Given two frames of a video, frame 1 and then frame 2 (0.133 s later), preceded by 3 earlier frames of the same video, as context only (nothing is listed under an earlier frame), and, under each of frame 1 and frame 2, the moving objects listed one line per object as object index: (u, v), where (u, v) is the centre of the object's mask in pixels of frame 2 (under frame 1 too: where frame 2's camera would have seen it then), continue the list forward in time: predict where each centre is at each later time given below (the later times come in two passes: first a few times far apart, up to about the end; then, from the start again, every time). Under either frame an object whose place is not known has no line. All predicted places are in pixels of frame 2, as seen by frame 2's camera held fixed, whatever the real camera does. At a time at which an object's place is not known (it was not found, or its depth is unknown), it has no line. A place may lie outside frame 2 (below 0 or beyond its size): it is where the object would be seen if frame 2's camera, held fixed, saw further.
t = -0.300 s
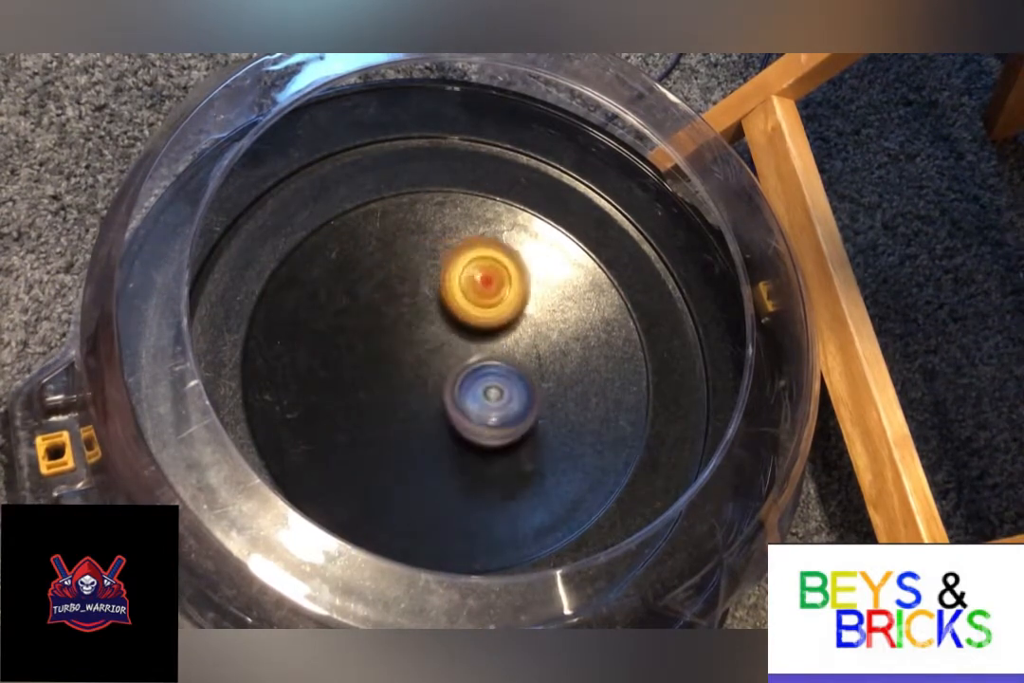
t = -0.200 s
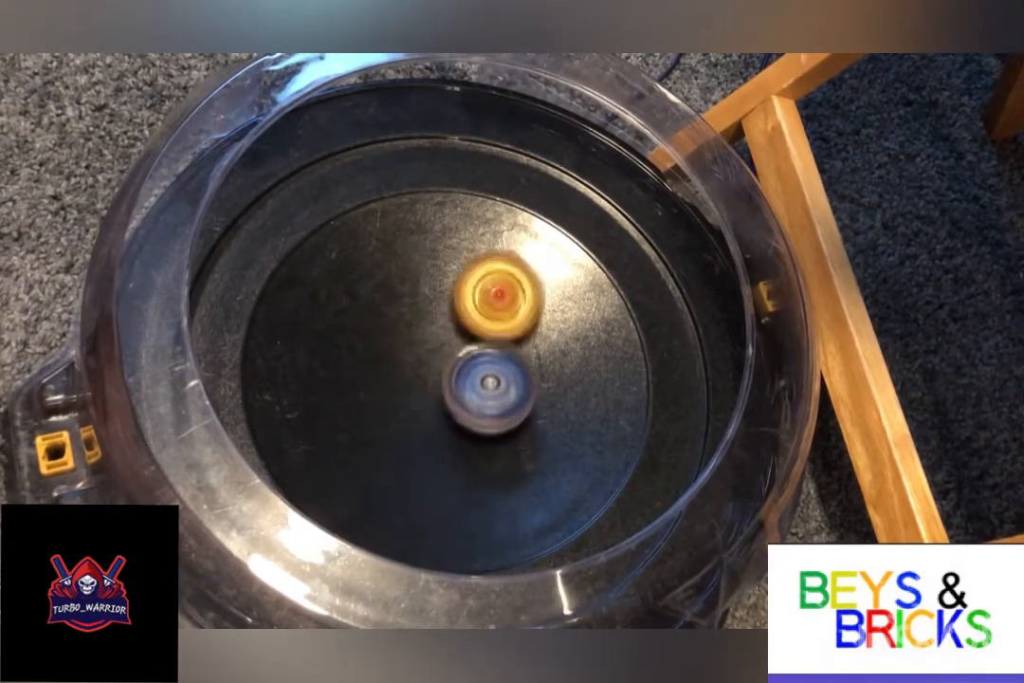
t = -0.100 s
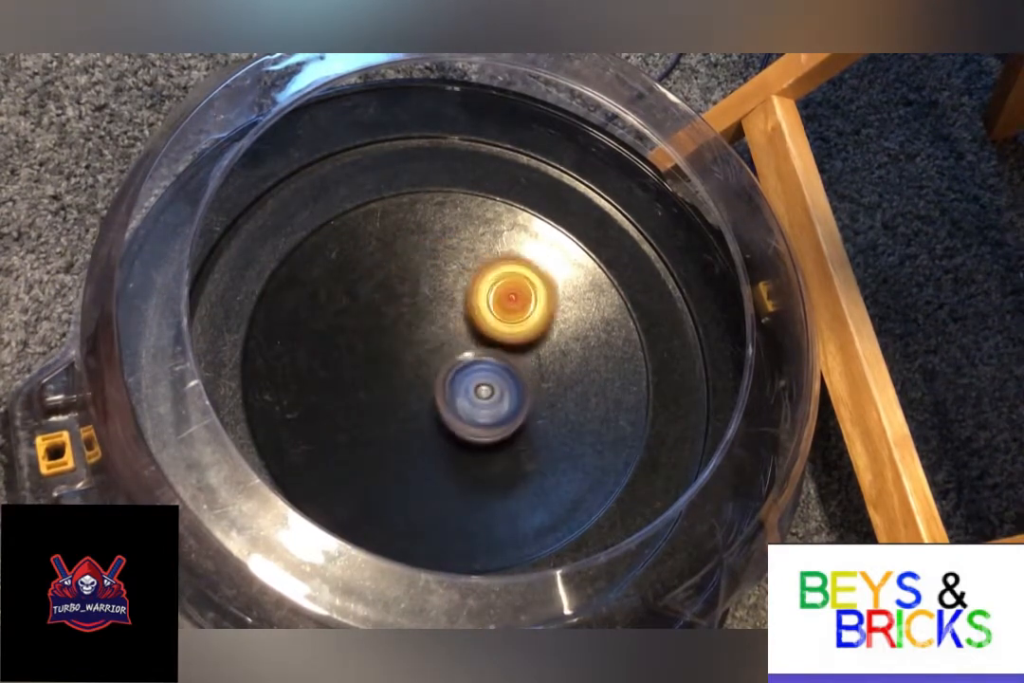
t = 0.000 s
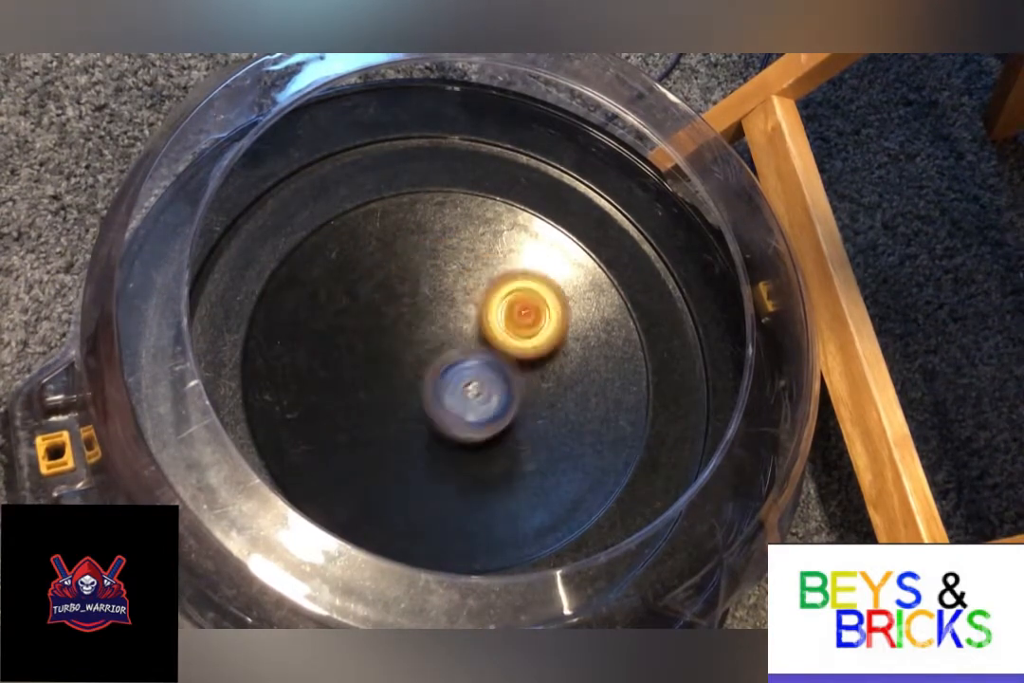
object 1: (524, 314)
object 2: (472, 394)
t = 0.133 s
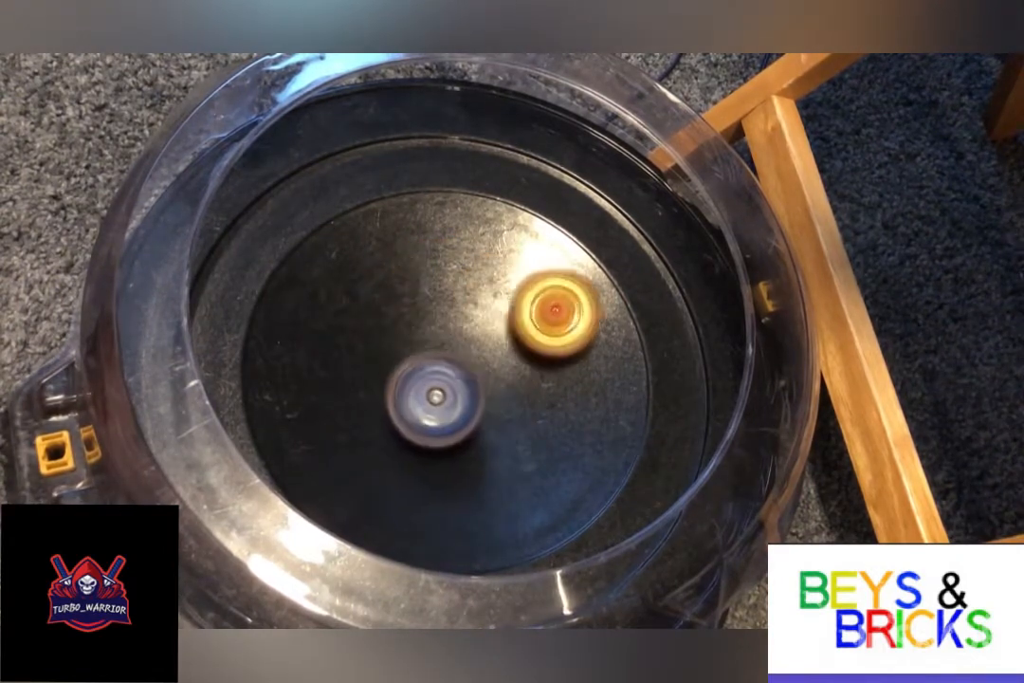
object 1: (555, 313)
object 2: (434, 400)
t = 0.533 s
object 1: (548, 361)
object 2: (432, 345)
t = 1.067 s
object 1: (470, 445)
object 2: (428, 334)
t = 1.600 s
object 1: (397, 445)
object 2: (460, 344)
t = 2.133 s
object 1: (375, 352)
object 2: (481, 373)
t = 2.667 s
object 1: (387, 294)
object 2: (484, 382)
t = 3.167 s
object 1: (430, 306)
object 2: (497, 408)
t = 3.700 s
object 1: (474, 304)
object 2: (463, 416)
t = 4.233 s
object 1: (459, 310)
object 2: (431, 415)
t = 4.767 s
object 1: (493, 335)
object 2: (436, 413)
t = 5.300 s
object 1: (488, 340)
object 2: (420, 402)
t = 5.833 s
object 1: (490, 347)
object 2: (410, 396)
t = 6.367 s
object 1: (492, 339)
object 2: (410, 393)
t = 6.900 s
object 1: (482, 341)
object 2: (411, 403)
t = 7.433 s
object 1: (490, 342)
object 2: (409, 388)
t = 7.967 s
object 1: (503, 347)
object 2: (395, 382)
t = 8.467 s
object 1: (501, 369)
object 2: (385, 372)
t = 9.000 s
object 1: (504, 377)
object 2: (389, 356)
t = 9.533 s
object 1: (488, 379)
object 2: (403, 326)
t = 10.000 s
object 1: (486, 391)
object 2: (414, 321)
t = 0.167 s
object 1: (559, 315)
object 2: (429, 395)
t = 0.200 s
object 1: (561, 317)
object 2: (426, 389)
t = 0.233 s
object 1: (564, 319)
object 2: (423, 383)
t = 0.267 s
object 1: (566, 322)
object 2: (420, 377)
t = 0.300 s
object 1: (567, 326)
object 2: (419, 370)
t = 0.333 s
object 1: (567, 330)
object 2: (420, 365)
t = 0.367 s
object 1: (567, 334)
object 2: (420, 360)
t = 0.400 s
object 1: (565, 339)
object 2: (422, 355)
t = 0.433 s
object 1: (563, 344)
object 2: (424, 351)
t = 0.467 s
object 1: (559, 349)
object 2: (427, 347)
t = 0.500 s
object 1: (555, 355)
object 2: (429, 346)
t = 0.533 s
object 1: (548, 361)
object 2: (432, 345)
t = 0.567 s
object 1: (542, 367)
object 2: (435, 344)
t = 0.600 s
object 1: (534, 376)
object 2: (437, 344)
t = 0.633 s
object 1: (528, 383)
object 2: (437, 343)
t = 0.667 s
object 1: (525, 392)
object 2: (434, 341)
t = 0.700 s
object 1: (520, 399)
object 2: (432, 339)
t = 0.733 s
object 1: (516, 405)
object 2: (432, 339)
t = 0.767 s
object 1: (511, 410)
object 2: (432, 339)
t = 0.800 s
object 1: (506, 415)
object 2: (433, 339)
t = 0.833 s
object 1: (501, 418)
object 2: (434, 340)
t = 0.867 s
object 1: (496, 421)
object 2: (434, 341)
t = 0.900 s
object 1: (492, 423)
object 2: (435, 341)
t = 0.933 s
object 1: (486, 425)
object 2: (435, 343)
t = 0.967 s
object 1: (481, 429)
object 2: (435, 342)
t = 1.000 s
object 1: (478, 436)
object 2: (431, 337)
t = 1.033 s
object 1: (474, 441)
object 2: (429, 335)
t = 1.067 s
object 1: (470, 445)
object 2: (428, 334)
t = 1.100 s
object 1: (466, 447)
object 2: (428, 334)
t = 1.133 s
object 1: (462, 448)
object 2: (429, 335)
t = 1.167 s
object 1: (458, 449)
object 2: (431, 336)
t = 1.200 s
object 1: (453, 449)
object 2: (432, 337)
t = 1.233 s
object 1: (448, 448)
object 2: (434, 339)
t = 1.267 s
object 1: (443, 446)
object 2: (436, 341)
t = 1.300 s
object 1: (438, 444)
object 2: (437, 343)
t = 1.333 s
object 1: (433, 441)
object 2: (438, 346)
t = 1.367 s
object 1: (426, 446)
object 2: (440, 341)
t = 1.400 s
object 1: (420, 452)
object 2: (444, 333)
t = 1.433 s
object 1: (414, 454)
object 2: (447, 332)
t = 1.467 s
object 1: (410, 455)
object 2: (450, 332)
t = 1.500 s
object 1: (406, 453)
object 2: (452, 334)
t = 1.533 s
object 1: (402, 451)
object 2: (455, 336)
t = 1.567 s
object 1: (399, 448)
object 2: (458, 340)
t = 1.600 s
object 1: (397, 445)
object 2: (460, 344)
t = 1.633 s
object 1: (395, 441)
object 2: (462, 348)
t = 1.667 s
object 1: (393, 436)
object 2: (464, 353)
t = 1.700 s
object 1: (393, 431)
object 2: (465, 359)
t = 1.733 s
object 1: (393, 425)
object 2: (467, 363)
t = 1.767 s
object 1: (391, 419)
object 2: (469, 362)
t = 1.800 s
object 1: (389, 412)
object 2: (471, 364)
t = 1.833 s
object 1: (386, 406)
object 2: (474, 363)
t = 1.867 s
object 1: (384, 399)
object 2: (476, 365)
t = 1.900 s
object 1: (381, 393)
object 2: (479, 367)
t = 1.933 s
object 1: (380, 386)
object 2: (480, 367)
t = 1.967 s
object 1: (379, 380)
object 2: (480, 368)
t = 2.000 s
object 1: (378, 374)
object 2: (480, 369)
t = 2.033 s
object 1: (378, 368)
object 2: (479, 370)
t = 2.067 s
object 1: (378, 363)
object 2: (479, 372)
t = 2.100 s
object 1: (375, 357)
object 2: (481, 373)
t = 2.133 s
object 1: (375, 352)
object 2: (481, 373)
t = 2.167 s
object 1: (375, 348)
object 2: (481, 374)
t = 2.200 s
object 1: (376, 344)
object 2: (480, 374)
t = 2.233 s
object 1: (377, 340)
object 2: (479, 374)
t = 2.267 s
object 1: (380, 336)
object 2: (477, 374)
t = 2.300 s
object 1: (383, 333)
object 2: (475, 374)
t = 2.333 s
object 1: (384, 330)
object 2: (476, 373)
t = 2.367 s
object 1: (388, 327)
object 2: (477, 374)
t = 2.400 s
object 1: (391, 323)
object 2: (477, 373)
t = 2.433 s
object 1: (386, 314)
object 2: (487, 380)
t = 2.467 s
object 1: (383, 308)
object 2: (493, 383)
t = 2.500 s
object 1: (381, 302)
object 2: (495, 384)
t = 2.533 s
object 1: (380, 298)
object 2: (495, 385)
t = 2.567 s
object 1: (379, 295)
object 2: (493, 385)
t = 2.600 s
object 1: (381, 293)
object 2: (491, 384)
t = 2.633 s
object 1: (383, 293)
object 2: (487, 384)
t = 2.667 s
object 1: (387, 294)
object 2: (484, 382)
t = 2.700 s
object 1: (392, 297)
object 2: (479, 380)
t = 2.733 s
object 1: (397, 302)
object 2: (474, 379)
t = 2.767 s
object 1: (403, 306)
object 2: (472, 376)
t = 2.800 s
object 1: (405, 305)
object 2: (479, 381)
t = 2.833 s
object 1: (407, 307)
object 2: (484, 385)
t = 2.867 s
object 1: (412, 310)
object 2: (486, 386)
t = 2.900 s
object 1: (418, 315)
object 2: (487, 386)
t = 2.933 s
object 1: (424, 316)
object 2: (490, 391)
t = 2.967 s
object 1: (424, 308)
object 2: (500, 403)
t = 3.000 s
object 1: (424, 303)
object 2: (504, 409)
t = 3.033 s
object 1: (423, 300)
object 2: (506, 412)
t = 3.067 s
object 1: (424, 299)
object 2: (506, 412)
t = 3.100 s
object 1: (425, 300)
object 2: (503, 412)
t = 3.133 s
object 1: (427, 302)
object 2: (500, 410)
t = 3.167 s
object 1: (430, 306)
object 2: (497, 408)
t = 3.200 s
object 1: (433, 312)
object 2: (492, 407)
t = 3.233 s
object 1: (438, 317)
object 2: (487, 404)
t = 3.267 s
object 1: (443, 320)
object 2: (485, 404)
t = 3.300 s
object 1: (448, 320)
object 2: (485, 408)
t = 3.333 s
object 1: (453, 320)
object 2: (486, 413)
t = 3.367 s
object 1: (458, 320)
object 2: (487, 415)
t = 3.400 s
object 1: (463, 321)
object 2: (485, 415)
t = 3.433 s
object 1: (468, 323)
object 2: (483, 413)
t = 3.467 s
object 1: (472, 322)
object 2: (481, 413)
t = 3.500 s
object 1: (476, 319)
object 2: (479, 415)
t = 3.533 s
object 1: (479, 317)
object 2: (476, 414)
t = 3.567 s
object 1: (480, 315)
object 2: (473, 411)
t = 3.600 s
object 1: (479, 314)
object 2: (469, 408)
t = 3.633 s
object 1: (478, 315)
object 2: (466, 406)
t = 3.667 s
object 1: (477, 308)
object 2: (464, 412)
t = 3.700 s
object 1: (474, 304)
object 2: (463, 416)
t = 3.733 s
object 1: (470, 304)
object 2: (460, 417)
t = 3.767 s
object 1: (465, 305)
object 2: (458, 415)
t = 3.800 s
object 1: (460, 311)
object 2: (455, 411)
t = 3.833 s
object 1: (457, 316)
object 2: (453, 408)
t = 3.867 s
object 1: (456, 319)
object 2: (450, 410)
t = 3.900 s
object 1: (456, 320)
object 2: (448, 415)
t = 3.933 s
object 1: (456, 324)
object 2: (445, 418)
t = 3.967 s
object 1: (457, 327)
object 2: (443, 418)
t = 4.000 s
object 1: (460, 328)
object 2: (442, 421)
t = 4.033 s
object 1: (466, 320)
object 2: (440, 428)
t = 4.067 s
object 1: (468, 315)
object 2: (437, 431)
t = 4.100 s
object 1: (468, 312)
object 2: (435, 430)
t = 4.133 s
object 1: (467, 310)
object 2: (433, 428)
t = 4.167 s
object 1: (465, 308)
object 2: (433, 424)
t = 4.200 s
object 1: (462, 308)
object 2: (432, 420)
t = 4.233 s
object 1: (459, 310)
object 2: (431, 415)
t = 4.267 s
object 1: (457, 315)
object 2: (430, 408)
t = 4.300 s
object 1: (456, 317)
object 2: (432, 407)
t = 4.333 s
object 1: (459, 317)
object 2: (430, 412)
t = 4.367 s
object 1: (461, 319)
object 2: (429, 416)
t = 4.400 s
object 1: (465, 324)
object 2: (429, 416)
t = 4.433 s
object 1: (468, 329)
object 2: (430, 414)
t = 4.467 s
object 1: (470, 332)
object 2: (431, 412)
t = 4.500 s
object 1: (475, 333)
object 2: (431, 419)
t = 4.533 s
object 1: (482, 332)
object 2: (429, 425)
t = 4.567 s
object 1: (487, 332)
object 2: (430, 426)
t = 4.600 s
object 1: (491, 331)
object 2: (431, 424)
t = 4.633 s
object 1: (492, 330)
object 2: (432, 423)
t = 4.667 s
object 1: (493, 331)
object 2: (432, 420)
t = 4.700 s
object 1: (493, 332)
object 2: (434, 416)
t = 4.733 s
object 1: (492, 334)
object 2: (436, 411)
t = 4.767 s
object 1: (493, 335)
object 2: (436, 413)
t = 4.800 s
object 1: (498, 330)
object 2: (429, 419)
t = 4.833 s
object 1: (499, 327)
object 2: (428, 420)
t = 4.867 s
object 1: (499, 325)
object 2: (427, 421)
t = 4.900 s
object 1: (497, 324)
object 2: (427, 418)
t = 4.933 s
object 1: (493, 324)
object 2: (429, 414)
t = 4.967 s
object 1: (488, 327)
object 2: (431, 409)
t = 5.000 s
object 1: (485, 330)
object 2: (432, 406)
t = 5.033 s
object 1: (486, 330)
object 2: (427, 409)
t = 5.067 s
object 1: (486, 330)
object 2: (426, 411)
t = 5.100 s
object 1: (486, 331)
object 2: (425, 411)
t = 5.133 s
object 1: (485, 334)
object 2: (425, 408)
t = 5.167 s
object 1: (485, 336)
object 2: (425, 406)
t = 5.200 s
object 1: (487, 336)
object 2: (423, 406)
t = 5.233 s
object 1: (488, 337)
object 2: (420, 407)
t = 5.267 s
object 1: (488, 339)
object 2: (420, 404)
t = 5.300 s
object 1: (488, 340)
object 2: (420, 402)
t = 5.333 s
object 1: (489, 341)
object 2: (420, 403)
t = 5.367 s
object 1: (489, 342)
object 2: (418, 403)
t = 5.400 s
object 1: (491, 343)
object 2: (417, 403)
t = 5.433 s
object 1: (491, 343)
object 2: (417, 402)
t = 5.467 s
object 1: (491, 344)
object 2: (414, 402)
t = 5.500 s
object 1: (493, 343)
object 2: (413, 402)
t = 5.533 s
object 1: (494, 342)
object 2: (410, 403)
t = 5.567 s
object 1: (493, 342)
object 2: (410, 401)
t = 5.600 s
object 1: (491, 343)
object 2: (411, 400)
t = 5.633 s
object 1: (490, 344)
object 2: (412, 398)
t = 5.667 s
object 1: (491, 344)
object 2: (408, 399)
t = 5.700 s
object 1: (492, 344)
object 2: (409, 399)
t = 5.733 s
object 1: (492, 344)
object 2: (409, 398)
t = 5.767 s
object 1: (491, 345)
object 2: (409, 395)
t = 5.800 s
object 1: (490, 347)
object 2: (411, 395)
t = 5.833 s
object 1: (490, 347)
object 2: (410, 396)
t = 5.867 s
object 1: (494, 347)
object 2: (407, 398)
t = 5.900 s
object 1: (496, 345)
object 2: (406, 399)
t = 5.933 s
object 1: (497, 343)
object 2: (405, 398)
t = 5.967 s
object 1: (497, 343)
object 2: (405, 396)
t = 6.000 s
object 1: (496, 342)
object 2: (408, 395)
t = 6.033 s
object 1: (493, 343)
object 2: (409, 392)
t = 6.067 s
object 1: (493, 343)
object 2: (408, 393)
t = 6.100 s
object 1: (493, 342)
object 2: (408, 394)
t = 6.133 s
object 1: (492, 342)
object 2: (407, 394)
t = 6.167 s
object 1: (491, 344)
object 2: (409, 392)
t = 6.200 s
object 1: (490, 344)
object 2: (409, 392)
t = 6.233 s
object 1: (493, 343)
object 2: (404, 396)
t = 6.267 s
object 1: (495, 340)
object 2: (405, 397)
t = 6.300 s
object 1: (495, 339)
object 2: (405, 397)
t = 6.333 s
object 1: (494, 339)
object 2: (406, 395)
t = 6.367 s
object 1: (492, 339)
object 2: (410, 393)
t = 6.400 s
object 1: (489, 341)
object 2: (410, 392)
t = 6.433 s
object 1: (490, 342)
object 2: (409, 393)
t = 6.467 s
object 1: (490, 341)
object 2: (410, 395)
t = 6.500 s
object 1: (490, 343)
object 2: (411, 394)
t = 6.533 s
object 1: (491, 343)
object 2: (412, 397)
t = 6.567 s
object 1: (499, 338)
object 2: (404, 407)
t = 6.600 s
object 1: (506, 335)
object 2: (398, 412)
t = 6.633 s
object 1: (508, 332)
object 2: (398, 415)
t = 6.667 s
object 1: (508, 330)
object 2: (397, 415)
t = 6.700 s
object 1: (509, 327)
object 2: (398, 415)
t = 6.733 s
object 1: (507, 325)
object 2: (398, 414)
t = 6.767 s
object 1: (502, 326)
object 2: (400, 413)
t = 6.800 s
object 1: (497, 328)
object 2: (402, 411)
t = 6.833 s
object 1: (491, 333)
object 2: (405, 408)
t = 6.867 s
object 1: (487, 338)
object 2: (409, 405)
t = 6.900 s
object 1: (482, 341)
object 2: (411, 403)
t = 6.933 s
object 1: (482, 342)
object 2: (412, 406)
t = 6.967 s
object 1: (481, 343)
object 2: (410, 407)
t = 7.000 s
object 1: (481, 344)
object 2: (411, 408)
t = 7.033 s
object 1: (481, 347)
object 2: (410, 409)
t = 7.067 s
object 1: (483, 347)
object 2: (408, 411)
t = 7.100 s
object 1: (486, 347)
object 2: (408, 413)
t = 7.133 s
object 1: (489, 347)
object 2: (411, 410)
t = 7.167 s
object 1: (491, 347)
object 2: (412, 406)
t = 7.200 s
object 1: (491, 346)
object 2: (414, 400)
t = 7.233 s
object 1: (492, 345)
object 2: (413, 400)
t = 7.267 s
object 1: (495, 342)
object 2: (408, 400)
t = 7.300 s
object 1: (495, 341)
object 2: (409, 401)
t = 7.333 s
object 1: (495, 340)
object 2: (409, 397)
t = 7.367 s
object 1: (493, 340)
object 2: (411, 394)
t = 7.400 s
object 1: (491, 342)
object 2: (410, 389)
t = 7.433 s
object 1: (490, 342)
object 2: (409, 388)
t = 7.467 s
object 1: (490, 342)
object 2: (407, 388)
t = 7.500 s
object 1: (493, 342)
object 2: (404, 391)
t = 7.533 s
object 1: (499, 340)
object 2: (398, 396)
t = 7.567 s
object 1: (500, 339)
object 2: (399, 395)
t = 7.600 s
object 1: (502, 337)
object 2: (396, 394)
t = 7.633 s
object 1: (504, 336)
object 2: (397, 392)
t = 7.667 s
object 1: (505, 336)
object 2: (396, 389)
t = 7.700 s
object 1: (503, 337)
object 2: (397, 387)
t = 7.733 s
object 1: (501, 339)
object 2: (396, 386)
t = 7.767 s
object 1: (497, 341)
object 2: (400, 383)
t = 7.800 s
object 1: (493, 345)
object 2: (401, 381)
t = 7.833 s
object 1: (494, 347)
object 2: (399, 381)
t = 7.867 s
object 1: (500, 347)
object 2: (392, 385)
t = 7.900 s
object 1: (503, 346)
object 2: (392, 385)
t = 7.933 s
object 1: (504, 346)
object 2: (392, 385)
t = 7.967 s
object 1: (503, 347)
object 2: (395, 382)
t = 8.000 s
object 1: (502, 349)
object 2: (395, 380)
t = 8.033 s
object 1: (499, 351)
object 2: (400, 376)
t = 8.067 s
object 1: (496, 354)
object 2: (399, 375)
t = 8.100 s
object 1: (495, 355)
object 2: (397, 375)
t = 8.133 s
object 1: (495, 358)
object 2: (397, 377)
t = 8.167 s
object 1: (496, 358)
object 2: (397, 378)
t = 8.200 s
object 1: (500, 360)
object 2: (392, 380)
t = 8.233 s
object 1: (502, 359)
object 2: (394, 382)
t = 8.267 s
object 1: (503, 359)
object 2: (395, 378)
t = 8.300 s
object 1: (503, 361)
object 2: (394, 376)
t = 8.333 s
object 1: (503, 361)
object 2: (396, 373)
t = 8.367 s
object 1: (500, 363)
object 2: (395, 372)
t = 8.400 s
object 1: (498, 363)
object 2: (397, 371)
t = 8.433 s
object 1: (495, 366)
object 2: (396, 370)
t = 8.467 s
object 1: (501, 369)
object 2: (385, 372)
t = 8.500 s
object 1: (505, 369)
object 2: (377, 373)
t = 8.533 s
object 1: (507, 369)
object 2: (377, 376)
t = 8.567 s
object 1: (510, 368)
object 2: (382, 376)
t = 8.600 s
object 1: (510, 368)
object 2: (383, 372)
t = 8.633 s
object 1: (510, 367)
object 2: (388, 370)
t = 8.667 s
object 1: (508, 367)
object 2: (388, 367)
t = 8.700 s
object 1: (505, 366)
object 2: (391, 366)
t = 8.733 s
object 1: (501, 367)
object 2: (394, 364)
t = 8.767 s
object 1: (495, 366)
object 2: (397, 363)
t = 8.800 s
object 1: (497, 368)
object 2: (394, 361)
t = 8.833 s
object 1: (496, 369)
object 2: (392, 361)
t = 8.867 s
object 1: (494, 371)
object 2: (395, 362)
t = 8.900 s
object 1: (498, 376)
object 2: (388, 360)
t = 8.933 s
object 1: (504, 376)
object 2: (386, 362)
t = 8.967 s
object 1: (506, 378)
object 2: (389, 359)
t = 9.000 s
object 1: (504, 377)
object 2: (389, 356)
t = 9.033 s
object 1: (505, 377)
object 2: (389, 354)
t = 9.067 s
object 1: (504, 377)
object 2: (390, 352)
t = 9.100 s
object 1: (504, 378)
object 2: (390, 351)
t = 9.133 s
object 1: (501, 378)
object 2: (393, 351)
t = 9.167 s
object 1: (498, 378)
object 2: (396, 349)
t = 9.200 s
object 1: (497, 378)
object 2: (398, 348)
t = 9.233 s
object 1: (499, 382)
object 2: (392, 342)
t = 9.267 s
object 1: (502, 385)
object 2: (387, 340)
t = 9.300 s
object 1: (502, 385)
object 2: (387, 339)
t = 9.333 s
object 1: (503, 386)
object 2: (390, 338)
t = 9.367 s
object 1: (502, 385)
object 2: (394, 335)
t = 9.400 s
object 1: (501, 385)
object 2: (396, 333)
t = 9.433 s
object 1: (497, 384)
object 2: (399, 331)
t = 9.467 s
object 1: (492, 382)
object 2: (400, 329)
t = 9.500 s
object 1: (490, 380)
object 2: (402, 328)
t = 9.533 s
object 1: (488, 379)
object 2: (403, 326)
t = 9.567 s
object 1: (489, 379)
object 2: (404, 325)
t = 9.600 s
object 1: (489, 380)
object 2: (404, 322)
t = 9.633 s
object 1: (486, 381)
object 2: (405, 320)
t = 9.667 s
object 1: (487, 385)
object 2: (403, 315)
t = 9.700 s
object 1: (491, 392)
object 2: (396, 309)
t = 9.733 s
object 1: (495, 392)
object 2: (395, 305)
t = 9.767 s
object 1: (498, 394)
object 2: (395, 304)
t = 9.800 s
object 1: (497, 394)
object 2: (397, 306)
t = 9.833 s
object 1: (495, 392)
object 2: (402, 307)
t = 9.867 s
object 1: (494, 389)
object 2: (406, 307)
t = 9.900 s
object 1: (494, 387)
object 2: (408, 308)
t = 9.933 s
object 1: (490, 386)
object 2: (412, 314)
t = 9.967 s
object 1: (487, 388)
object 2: (416, 318)
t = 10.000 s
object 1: (486, 391)
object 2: (414, 321)
